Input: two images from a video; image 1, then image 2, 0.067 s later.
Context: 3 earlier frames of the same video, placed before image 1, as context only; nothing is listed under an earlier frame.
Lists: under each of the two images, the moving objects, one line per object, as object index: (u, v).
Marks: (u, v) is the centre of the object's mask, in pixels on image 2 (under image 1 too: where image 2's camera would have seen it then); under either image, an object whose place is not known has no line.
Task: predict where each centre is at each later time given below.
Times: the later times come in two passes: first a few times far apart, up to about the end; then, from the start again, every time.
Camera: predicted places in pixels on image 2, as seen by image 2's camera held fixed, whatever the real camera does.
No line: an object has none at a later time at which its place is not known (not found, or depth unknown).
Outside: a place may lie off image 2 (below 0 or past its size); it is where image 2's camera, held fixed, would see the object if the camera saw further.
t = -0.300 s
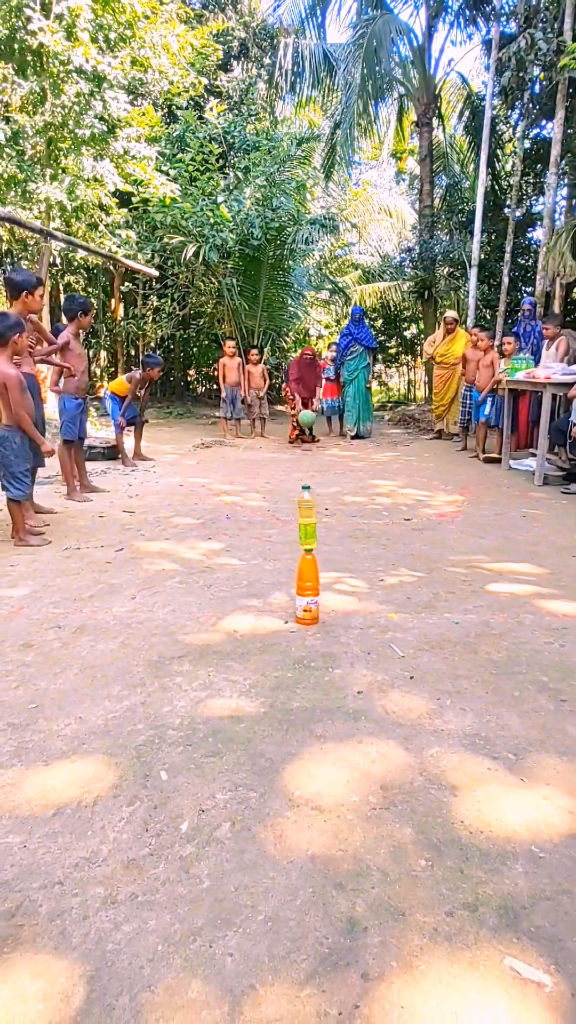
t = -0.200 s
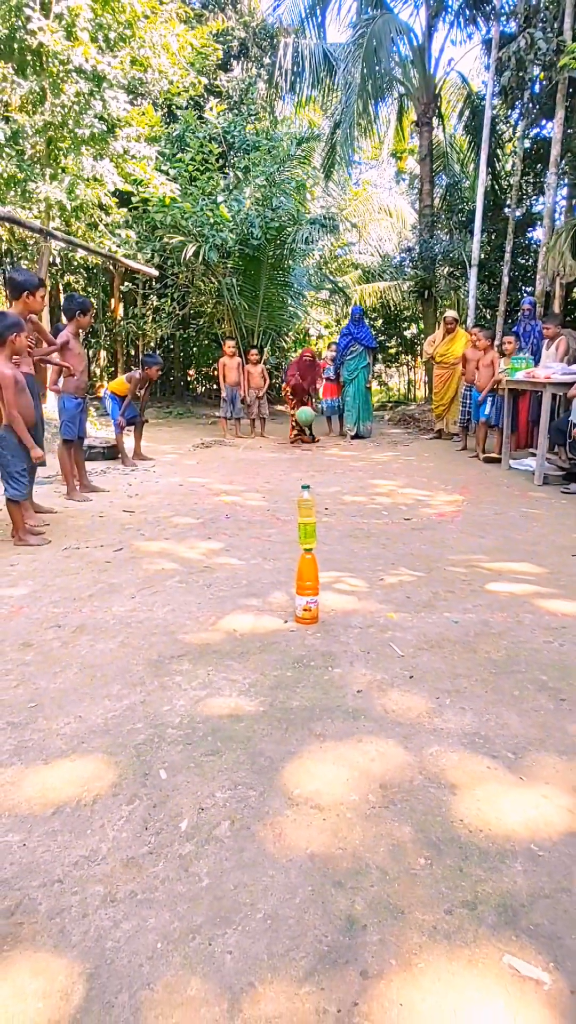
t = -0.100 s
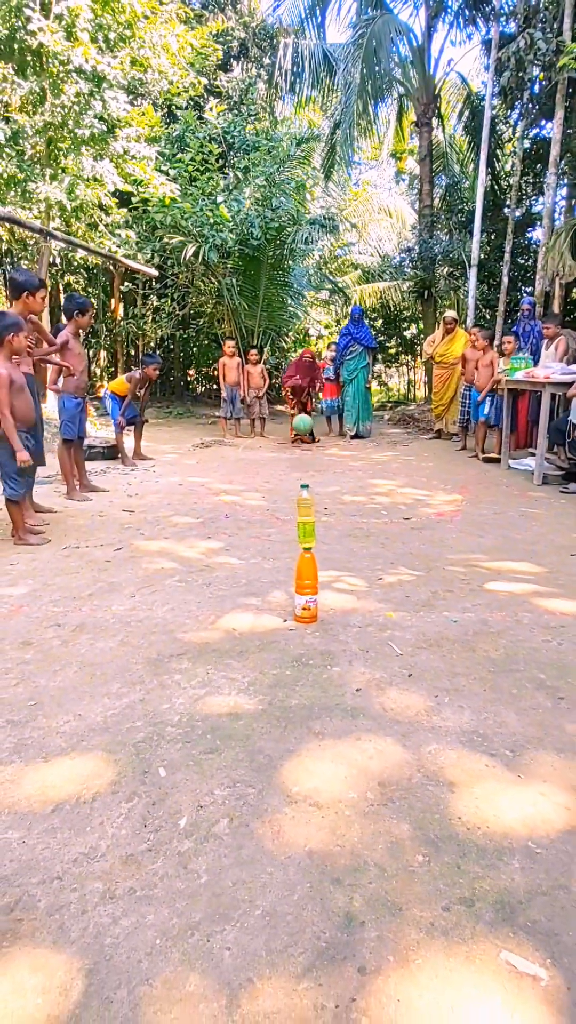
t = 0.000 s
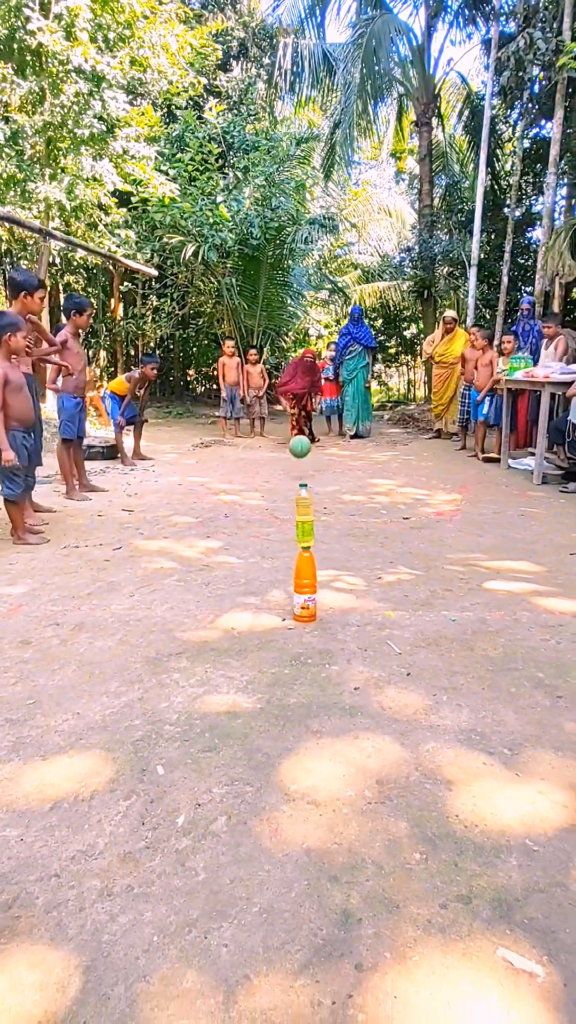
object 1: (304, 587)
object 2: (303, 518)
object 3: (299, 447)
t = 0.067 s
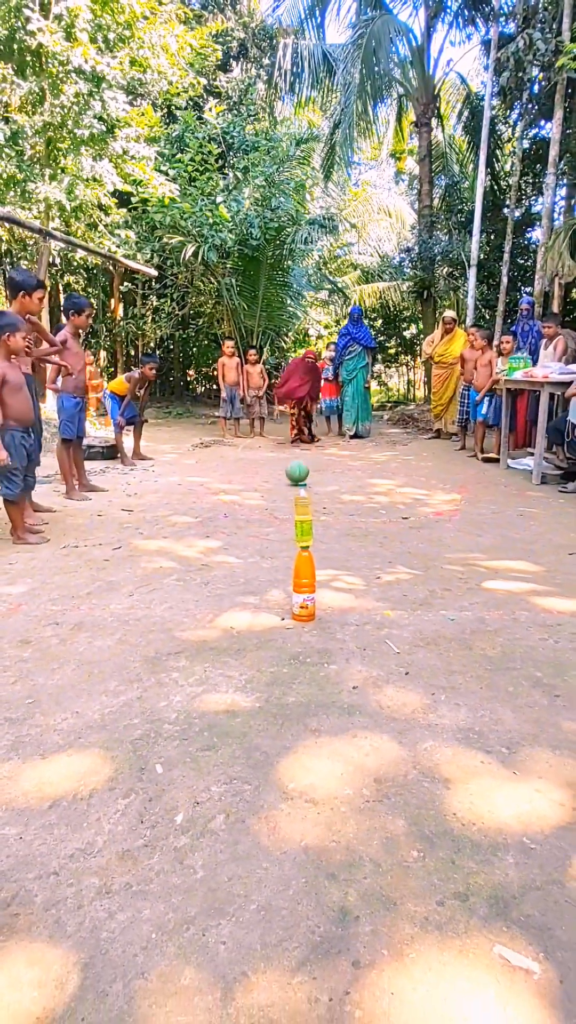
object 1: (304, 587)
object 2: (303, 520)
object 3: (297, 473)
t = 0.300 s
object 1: (304, 587)
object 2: (303, 518)
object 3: (300, 466)
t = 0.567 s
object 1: (304, 587)
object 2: (303, 516)
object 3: (313, 497)
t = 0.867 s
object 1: (304, 587)
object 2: (303, 518)
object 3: (318, 532)
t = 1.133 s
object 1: (304, 587)
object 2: (303, 517)
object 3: (325, 578)
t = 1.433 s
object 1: (299, 594)
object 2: (299, 555)
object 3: (385, 579)
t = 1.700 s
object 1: (294, 620)
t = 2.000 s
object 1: (301, 631)
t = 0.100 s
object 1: (304, 587)
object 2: (303, 518)
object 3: (297, 476)
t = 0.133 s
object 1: (304, 587)
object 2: (303, 517)
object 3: (297, 470)
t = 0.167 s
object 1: (304, 587)
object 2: (303, 517)
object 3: (298, 466)
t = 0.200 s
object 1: (304, 587)
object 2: (303, 518)
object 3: (298, 464)
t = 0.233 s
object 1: (304, 587)
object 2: (303, 518)
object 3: (299, 462)
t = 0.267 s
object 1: (304, 587)
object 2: (303, 518)
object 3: (299, 463)
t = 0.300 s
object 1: (304, 587)
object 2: (303, 518)
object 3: (300, 466)
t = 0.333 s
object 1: (304, 587)
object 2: (303, 518)
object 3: (301, 470)
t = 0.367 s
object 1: (304, 587)
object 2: (303, 519)
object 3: (301, 474)
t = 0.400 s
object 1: (304, 587)
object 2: (303, 517)
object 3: (302, 480)
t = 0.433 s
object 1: (304, 587)
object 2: (303, 517)
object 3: (311, 492)
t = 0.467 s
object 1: (304, 587)
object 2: (303, 517)
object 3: (313, 504)
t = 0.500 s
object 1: (304, 587)
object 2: (303, 516)
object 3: (313, 499)
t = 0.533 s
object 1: (304, 587)
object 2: (303, 516)
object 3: (312, 497)
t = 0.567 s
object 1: (304, 587)
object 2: (303, 516)
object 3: (313, 497)
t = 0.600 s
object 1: (304, 587)
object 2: (303, 516)
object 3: (313, 499)
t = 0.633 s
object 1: (304, 587)
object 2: (303, 516)
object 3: (314, 503)
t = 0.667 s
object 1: (304, 587)
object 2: (303, 517)
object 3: (315, 510)
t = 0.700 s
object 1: (304, 587)
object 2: (303, 517)
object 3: (315, 520)
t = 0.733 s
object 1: (304, 587)
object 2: (302, 517)
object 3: (316, 527)
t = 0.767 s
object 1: (304, 588)
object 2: (303, 517)
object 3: (317, 526)
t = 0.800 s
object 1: (304, 587)
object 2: (303, 517)
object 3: (317, 526)
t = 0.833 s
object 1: (304, 588)
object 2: (303, 517)
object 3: (317, 527)
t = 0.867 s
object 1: (304, 587)
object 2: (303, 518)
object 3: (318, 532)
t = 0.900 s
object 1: (304, 588)
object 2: (302, 518)
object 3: (318, 540)
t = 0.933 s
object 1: (304, 587)
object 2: (303, 517)
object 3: (320, 549)
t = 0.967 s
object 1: (304, 587)
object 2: (303, 517)
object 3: (320, 553)
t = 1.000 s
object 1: (304, 587)
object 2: (303, 517)
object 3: (321, 555)
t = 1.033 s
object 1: (304, 587)
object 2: (303, 517)
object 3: (322, 559)
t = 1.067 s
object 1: (304, 587)
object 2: (303, 517)
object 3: (323, 565)
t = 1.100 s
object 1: (304, 587)
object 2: (303, 517)
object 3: (324, 574)
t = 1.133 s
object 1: (304, 587)
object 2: (303, 517)
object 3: (325, 578)
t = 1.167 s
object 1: (304, 587)
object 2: (303, 517)
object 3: (327, 581)
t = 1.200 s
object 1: (303, 588)
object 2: (303, 517)
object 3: (332, 575)
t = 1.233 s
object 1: (302, 588)
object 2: (302, 517)
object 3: (338, 573)
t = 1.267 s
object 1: (302, 589)
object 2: (302, 520)
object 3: (348, 573)
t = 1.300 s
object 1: (301, 589)
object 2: (302, 524)
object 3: (356, 578)
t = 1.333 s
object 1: (301, 590)
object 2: (301, 530)
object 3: (365, 581)
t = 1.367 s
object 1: (301, 590)
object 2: (301, 537)
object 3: (372, 578)
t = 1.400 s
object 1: (300, 592)
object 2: (300, 546)
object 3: (378, 577)
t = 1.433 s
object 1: (299, 594)
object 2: (299, 555)
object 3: (385, 579)
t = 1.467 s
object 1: (299, 596)
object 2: (300, 565)
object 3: (392, 582)
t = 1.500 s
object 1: (299, 600)
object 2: (301, 574)
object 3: (399, 580)
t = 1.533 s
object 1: (298, 605)
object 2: (297, 583)
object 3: (405, 579)
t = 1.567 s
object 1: (298, 614)
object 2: (294, 591)
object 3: (411, 582)
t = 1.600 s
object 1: (295, 623)
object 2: (292, 595)
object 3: (417, 583)
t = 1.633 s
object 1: (294, 631)
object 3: (423, 581)
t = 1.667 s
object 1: (294, 623)
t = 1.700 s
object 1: (294, 620)
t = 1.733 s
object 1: (294, 620)
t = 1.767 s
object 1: (294, 623)
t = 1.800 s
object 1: (293, 629)
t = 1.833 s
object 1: (294, 632)
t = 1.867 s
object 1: (295, 628)
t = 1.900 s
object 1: (297, 626)
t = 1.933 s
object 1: (298, 627)
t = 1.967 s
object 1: (300, 631)
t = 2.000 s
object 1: (301, 631)
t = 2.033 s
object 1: (301, 630)
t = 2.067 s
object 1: (302, 633)
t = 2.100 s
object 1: (303, 632)
